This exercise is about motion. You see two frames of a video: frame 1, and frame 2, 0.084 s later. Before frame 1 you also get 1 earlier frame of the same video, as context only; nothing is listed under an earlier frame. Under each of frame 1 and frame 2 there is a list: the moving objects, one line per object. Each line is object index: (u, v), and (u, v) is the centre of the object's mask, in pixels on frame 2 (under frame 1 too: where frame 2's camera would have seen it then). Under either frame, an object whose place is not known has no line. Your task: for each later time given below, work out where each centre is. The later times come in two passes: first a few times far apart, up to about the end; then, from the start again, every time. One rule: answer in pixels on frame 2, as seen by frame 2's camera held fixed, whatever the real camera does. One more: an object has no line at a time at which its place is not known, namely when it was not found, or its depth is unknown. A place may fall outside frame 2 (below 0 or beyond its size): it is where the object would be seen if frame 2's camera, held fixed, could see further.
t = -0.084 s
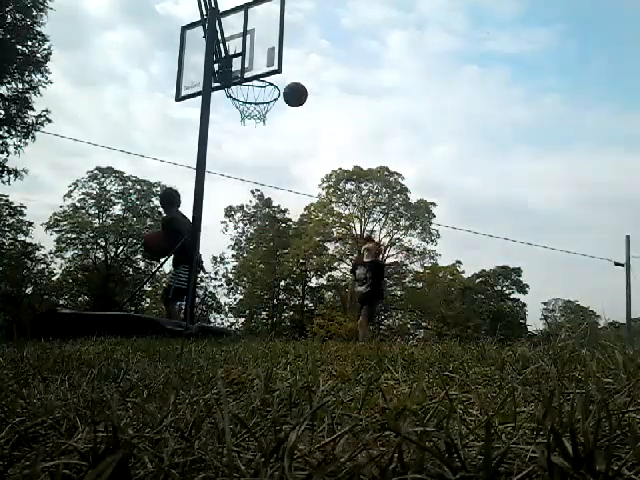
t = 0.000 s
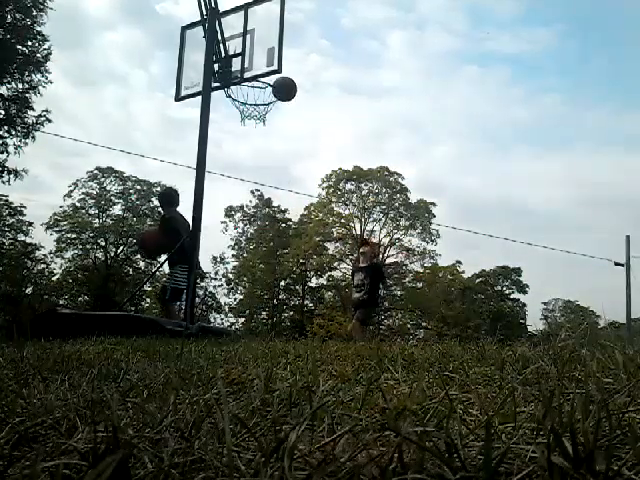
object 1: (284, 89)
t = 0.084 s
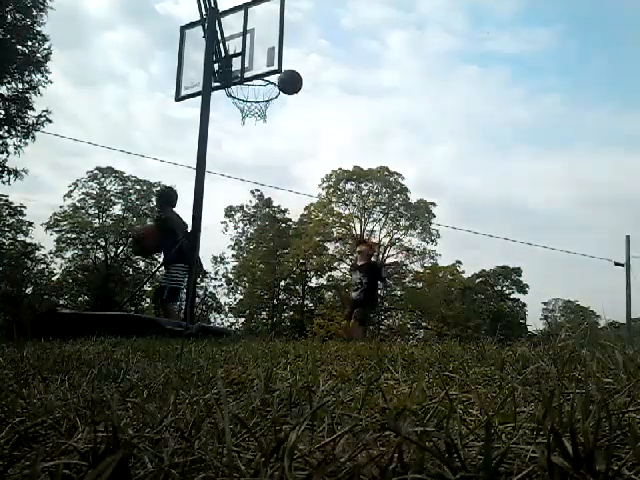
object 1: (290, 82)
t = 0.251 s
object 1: (300, 88)
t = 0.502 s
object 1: (309, 148)
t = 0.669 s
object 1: (312, 227)
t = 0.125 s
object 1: (292, 81)
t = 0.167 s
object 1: (295, 81)
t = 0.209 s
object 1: (297, 84)
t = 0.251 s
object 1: (300, 88)
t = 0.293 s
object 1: (302, 93)
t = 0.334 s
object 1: (304, 100)
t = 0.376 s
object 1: (305, 109)
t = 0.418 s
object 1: (307, 120)
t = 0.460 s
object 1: (308, 133)
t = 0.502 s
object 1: (309, 148)
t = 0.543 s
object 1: (310, 164)
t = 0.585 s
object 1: (311, 183)
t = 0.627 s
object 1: (312, 204)
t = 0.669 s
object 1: (312, 227)
